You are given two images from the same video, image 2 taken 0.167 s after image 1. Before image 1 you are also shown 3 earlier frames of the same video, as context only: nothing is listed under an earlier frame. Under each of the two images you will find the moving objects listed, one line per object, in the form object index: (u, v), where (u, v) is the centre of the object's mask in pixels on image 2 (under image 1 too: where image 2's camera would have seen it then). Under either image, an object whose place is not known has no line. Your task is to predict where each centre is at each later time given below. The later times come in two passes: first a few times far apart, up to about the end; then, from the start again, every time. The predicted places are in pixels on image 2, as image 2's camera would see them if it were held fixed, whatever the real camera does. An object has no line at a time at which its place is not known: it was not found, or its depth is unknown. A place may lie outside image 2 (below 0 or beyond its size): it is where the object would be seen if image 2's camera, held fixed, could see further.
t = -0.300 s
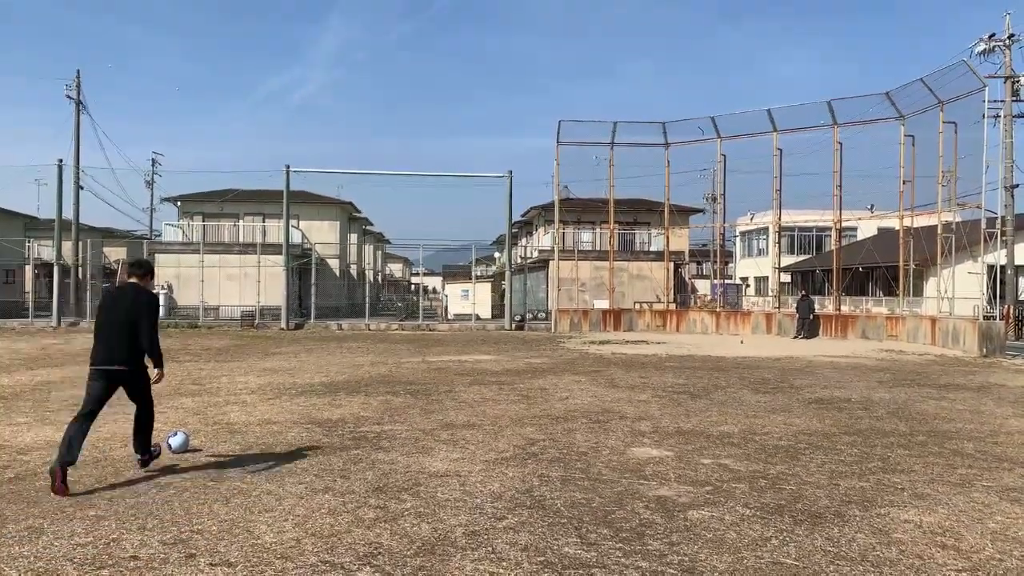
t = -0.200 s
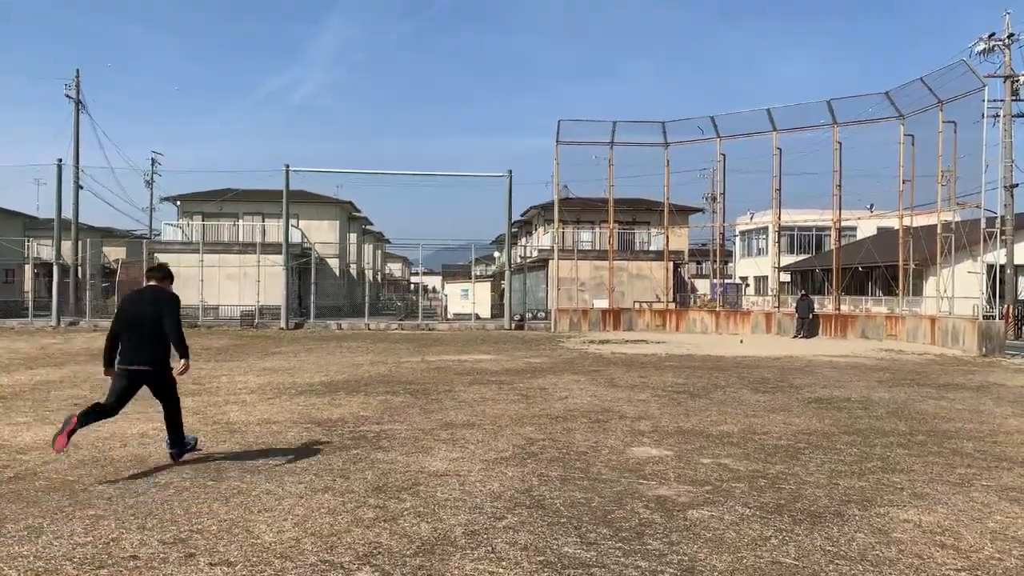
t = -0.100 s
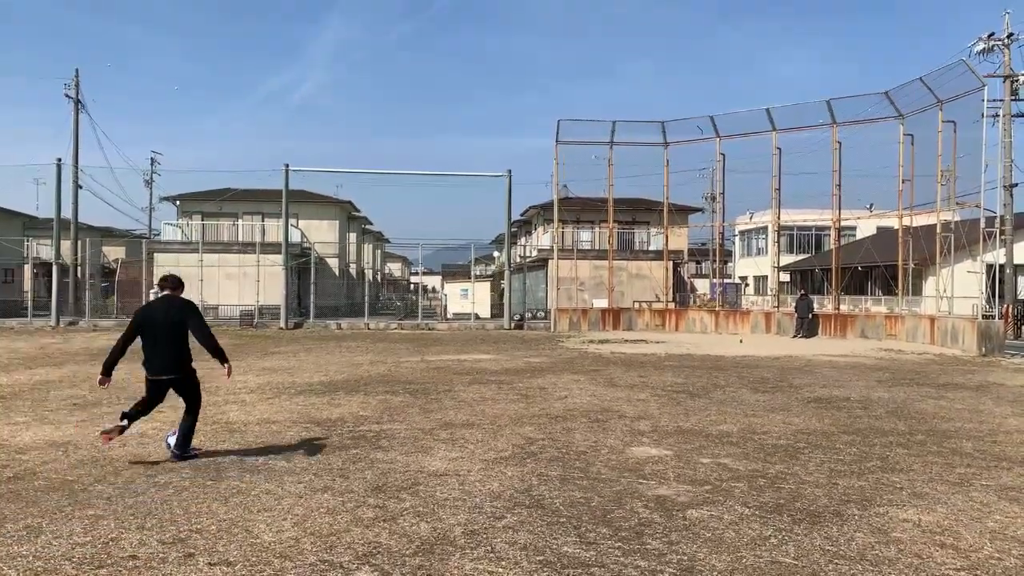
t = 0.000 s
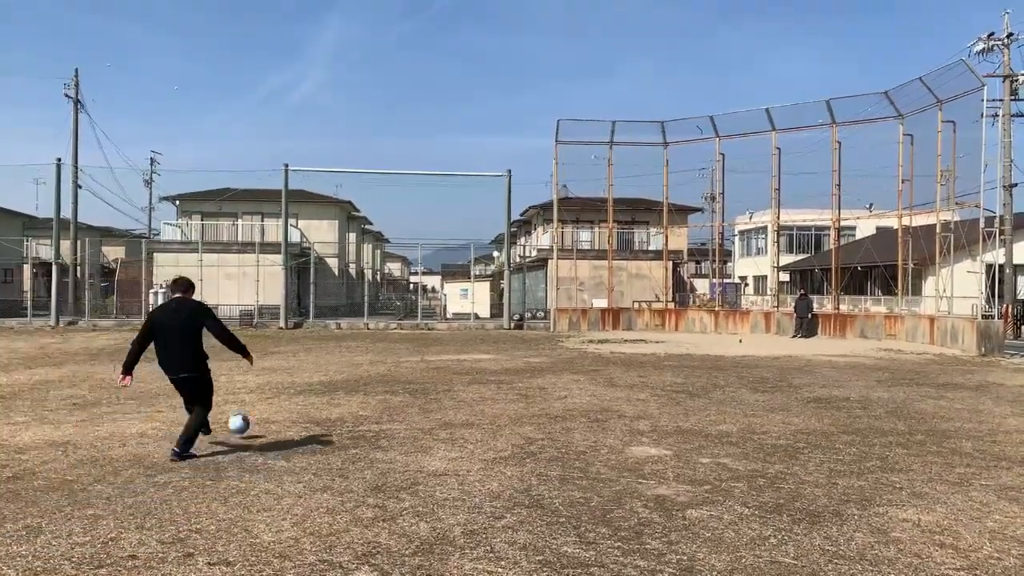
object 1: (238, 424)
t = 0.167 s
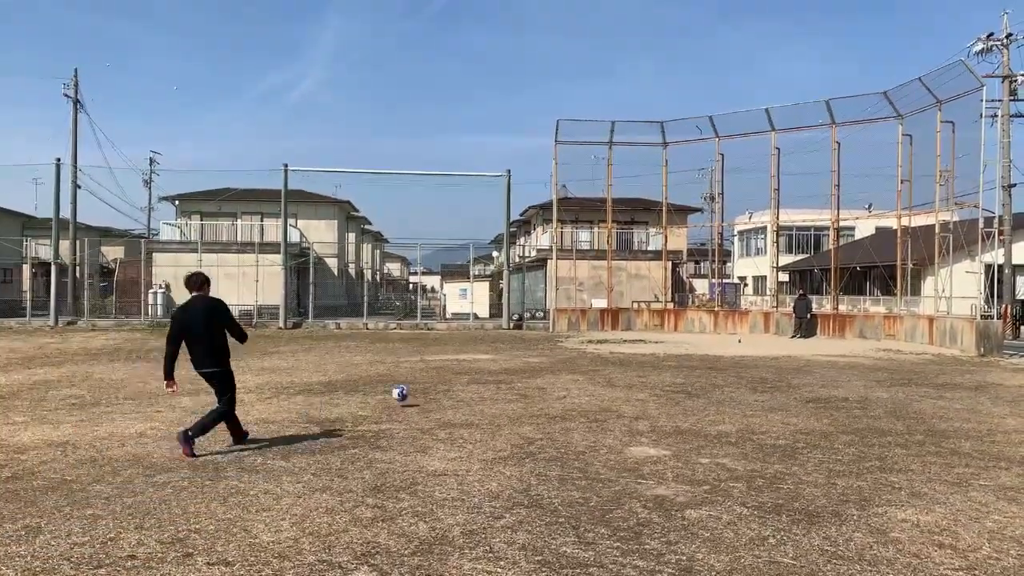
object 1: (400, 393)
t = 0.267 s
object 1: (466, 387)
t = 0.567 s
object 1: (591, 367)
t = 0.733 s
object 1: (636, 360)
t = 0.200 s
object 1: (424, 391)
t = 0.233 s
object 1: (447, 391)
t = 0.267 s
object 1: (466, 387)
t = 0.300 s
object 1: (484, 381)
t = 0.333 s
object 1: (500, 376)
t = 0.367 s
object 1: (516, 373)
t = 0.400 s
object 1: (530, 370)
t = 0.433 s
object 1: (544, 369)
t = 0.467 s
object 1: (557, 368)
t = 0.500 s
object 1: (569, 368)
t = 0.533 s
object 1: (581, 369)
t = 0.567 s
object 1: (591, 367)
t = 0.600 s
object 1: (601, 364)
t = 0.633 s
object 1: (610, 362)
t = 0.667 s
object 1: (618, 361)
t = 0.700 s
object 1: (628, 361)
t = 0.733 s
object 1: (636, 360)
